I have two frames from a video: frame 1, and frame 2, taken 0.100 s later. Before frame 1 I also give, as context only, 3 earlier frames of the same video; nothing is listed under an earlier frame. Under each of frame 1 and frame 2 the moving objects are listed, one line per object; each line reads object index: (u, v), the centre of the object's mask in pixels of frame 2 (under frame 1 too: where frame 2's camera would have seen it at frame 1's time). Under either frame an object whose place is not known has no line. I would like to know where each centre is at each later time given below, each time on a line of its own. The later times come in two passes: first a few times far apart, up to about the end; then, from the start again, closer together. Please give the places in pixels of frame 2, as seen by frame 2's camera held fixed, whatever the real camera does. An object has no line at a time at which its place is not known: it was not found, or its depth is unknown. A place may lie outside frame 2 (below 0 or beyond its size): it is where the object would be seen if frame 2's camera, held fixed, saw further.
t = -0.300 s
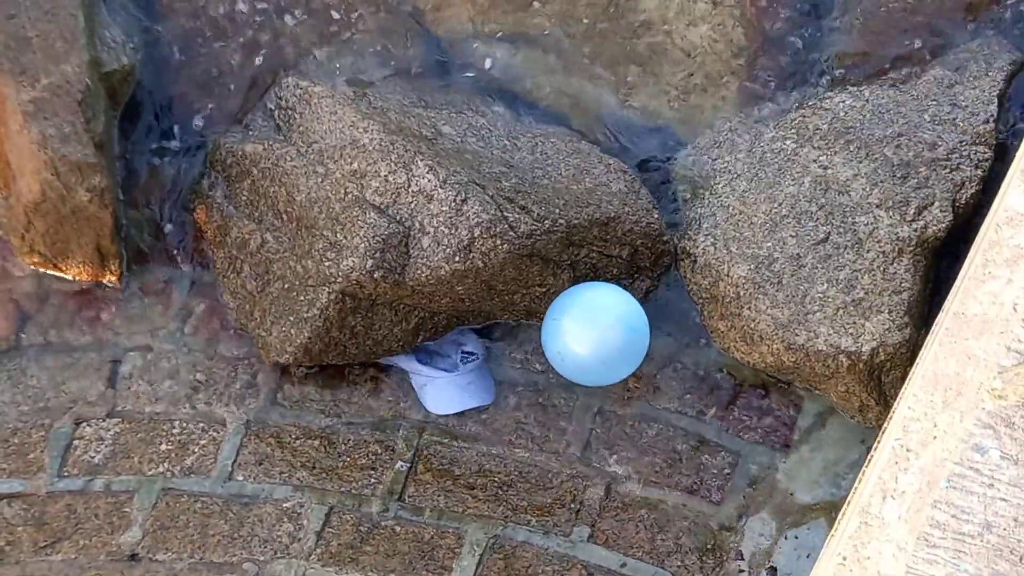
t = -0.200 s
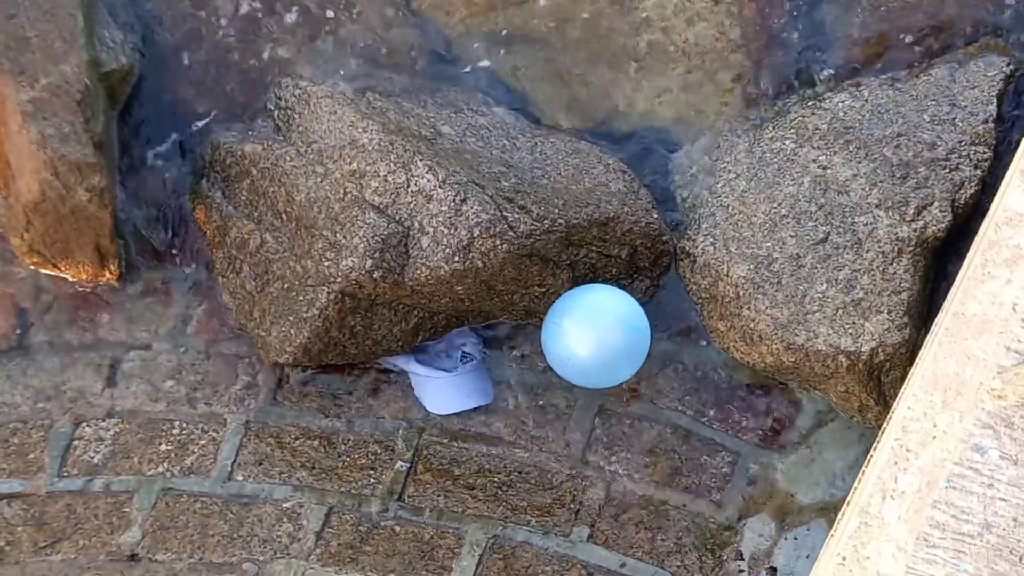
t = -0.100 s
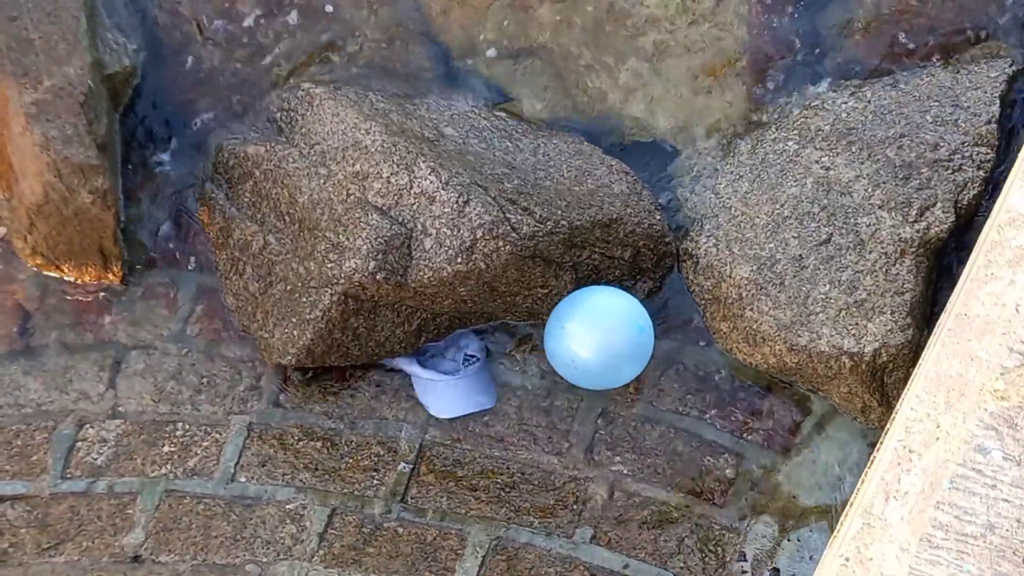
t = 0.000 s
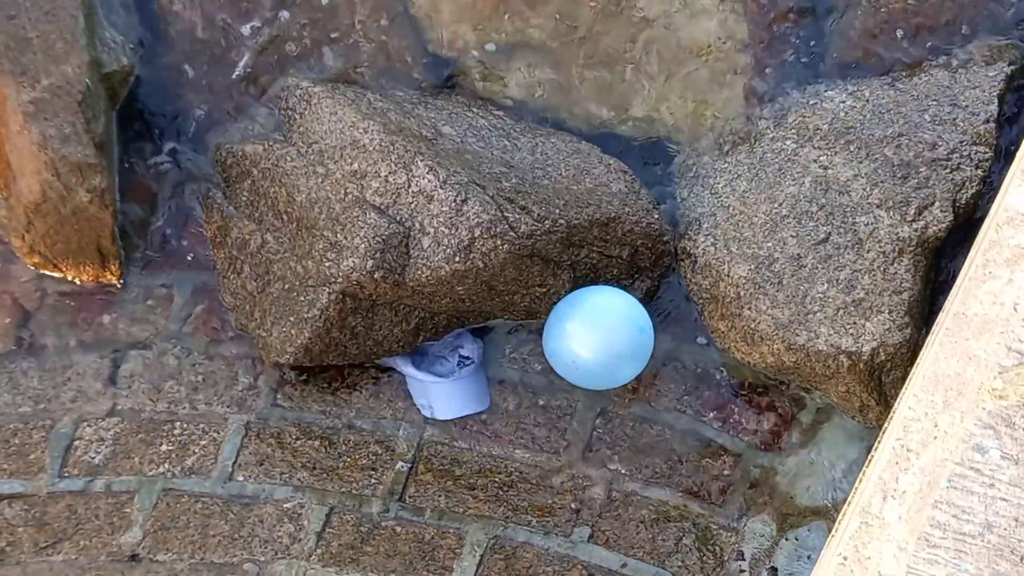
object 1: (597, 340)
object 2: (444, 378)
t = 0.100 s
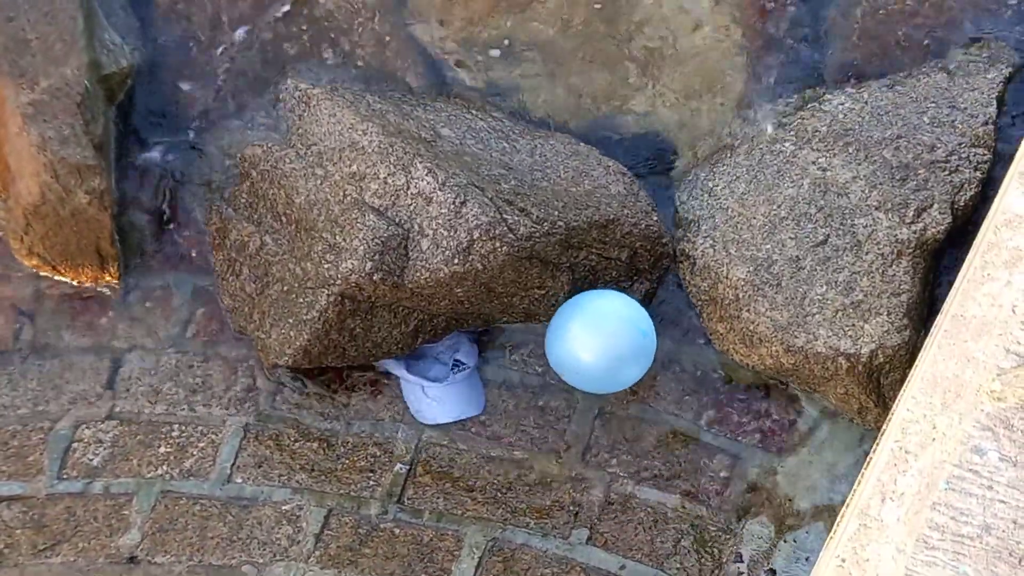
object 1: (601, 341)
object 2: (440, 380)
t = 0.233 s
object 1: (606, 345)
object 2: (437, 381)
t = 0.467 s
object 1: (618, 347)
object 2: (436, 383)
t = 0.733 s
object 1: (645, 343)
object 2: (437, 382)
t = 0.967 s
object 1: (651, 334)
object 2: (441, 380)
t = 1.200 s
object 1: (650, 341)
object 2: (451, 374)
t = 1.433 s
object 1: (656, 346)
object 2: (456, 370)
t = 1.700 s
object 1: (653, 348)
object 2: (455, 369)
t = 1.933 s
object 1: (645, 355)
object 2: (455, 369)
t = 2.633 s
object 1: (608, 396)
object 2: (442, 376)
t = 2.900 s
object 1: (593, 413)
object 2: (439, 379)
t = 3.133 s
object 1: (574, 419)
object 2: (439, 378)
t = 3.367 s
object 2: (437, 378)
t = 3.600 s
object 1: (547, 429)
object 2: (431, 379)
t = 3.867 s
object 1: (545, 430)
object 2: (425, 381)
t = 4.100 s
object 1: (543, 431)
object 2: (423, 383)
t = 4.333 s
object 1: (547, 423)
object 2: (424, 382)
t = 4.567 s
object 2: (430, 379)
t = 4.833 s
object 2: (441, 374)
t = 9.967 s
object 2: (436, 369)
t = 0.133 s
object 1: (602, 343)
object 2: (439, 381)
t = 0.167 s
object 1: (603, 344)
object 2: (439, 381)
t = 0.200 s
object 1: (604, 345)
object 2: (437, 382)
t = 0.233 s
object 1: (606, 345)
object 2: (437, 381)
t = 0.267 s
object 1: (607, 345)
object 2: (437, 381)
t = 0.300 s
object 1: (608, 345)
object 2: (436, 382)
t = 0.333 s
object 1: (609, 345)
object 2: (436, 382)
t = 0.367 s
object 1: (611, 344)
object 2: (436, 382)
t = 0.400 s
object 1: (612, 343)
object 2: (436, 382)
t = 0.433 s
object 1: (615, 345)
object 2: (436, 383)
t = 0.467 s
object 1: (618, 347)
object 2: (436, 383)
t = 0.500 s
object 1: (621, 348)
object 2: (436, 383)
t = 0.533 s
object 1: (624, 348)
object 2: (437, 382)
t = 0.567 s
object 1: (628, 348)
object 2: (436, 382)
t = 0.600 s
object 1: (631, 348)
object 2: (436, 383)
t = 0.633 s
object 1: (635, 347)
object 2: (437, 382)
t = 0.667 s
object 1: (639, 346)
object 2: (437, 382)
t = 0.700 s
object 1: (642, 345)
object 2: (437, 382)
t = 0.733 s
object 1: (645, 343)
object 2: (437, 382)
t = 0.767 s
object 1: (648, 342)
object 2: (437, 381)
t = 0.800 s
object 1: (651, 340)
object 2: (438, 381)
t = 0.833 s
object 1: (654, 338)
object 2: (438, 381)
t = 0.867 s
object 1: (657, 335)
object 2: (438, 381)
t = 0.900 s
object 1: (657, 334)
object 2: (439, 380)
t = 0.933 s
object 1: (654, 334)
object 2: (440, 380)
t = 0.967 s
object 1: (651, 334)
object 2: (441, 380)
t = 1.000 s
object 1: (650, 335)
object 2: (442, 379)
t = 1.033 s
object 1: (649, 337)
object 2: (443, 379)
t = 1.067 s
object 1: (649, 338)
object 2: (444, 378)
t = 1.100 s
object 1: (649, 339)
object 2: (446, 377)
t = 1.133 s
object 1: (649, 340)
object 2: (447, 376)
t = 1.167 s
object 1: (649, 340)
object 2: (449, 375)
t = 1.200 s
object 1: (650, 341)
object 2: (451, 374)
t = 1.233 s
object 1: (651, 342)
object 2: (452, 373)
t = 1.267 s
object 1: (652, 344)
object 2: (453, 372)
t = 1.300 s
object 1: (653, 344)
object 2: (454, 372)
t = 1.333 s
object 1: (654, 345)
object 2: (454, 371)
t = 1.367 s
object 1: (655, 345)
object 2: (454, 371)
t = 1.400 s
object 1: (655, 346)
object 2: (455, 370)
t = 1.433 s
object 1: (656, 346)
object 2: (456, 370)
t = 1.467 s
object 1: (656, 346)
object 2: (455, 369)
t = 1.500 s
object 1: (655, 346)
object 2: (455, 369)
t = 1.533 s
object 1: (655, 346)
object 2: (455, 369)
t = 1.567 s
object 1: (655, 346)
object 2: (455, 369)
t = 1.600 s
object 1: (654, 346)
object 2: (455, 369)
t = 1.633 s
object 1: (654, 347)
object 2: (455, 369)
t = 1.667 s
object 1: (654, 347)
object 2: (455, 369)
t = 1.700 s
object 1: (653, 348)
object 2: (455, 369)
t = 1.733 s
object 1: (652, 349)
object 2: (455, 369)
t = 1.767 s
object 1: (651, 350)
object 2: (455, 369)
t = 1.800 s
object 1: (650, 351)
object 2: (455, 369)
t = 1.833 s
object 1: (649, 352)
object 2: (455, 369)
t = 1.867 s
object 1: (648, 353)
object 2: (455, 369)
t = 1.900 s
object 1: (646, 354)
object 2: (455, 369)
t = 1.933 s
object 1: (645, 355)
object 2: (455, 369)
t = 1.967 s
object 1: (643, 355)
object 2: (455, 369)
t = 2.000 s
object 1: (641, 356)
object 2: (455, 369)
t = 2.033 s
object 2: (455, 369)
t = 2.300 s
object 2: (453, 371)
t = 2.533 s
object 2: (446, 375)
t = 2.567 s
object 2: (444, 375)
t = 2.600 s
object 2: (443, 376)
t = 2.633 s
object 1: (608, 396)
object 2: (442, 376)
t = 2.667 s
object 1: (606, 399)
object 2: (441, 377)
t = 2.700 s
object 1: (604, 401)
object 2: (440, 378)
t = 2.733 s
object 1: (603, 404)
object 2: (440, 378)
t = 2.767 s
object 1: (601, 406)
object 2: (439, 378)
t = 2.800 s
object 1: (599, 408)
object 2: (439, 379)
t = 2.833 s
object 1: (597, 409)
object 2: (439, 379)
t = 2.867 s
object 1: (595, 411)
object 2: (439, 379)
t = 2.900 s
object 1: (593, 413)
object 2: (439, 379)
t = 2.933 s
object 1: (590, 414)
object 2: (439, 379)
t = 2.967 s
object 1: (588, 415)
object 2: (440, 379)
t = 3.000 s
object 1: (585, 416)
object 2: (439, 379)
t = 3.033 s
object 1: (582, 417)
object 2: (439, 379)
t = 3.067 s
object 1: (580, 418)
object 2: (439, 378)
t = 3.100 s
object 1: (577, 418)
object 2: (439, 378)
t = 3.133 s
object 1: (574, 419)
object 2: (439, 378)
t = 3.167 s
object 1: (571, 420)
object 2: (440, 379)
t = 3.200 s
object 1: (568, 421)
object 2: (440, 378)
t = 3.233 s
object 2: (439, 378)
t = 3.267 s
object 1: (563, 423)
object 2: (439, 378)
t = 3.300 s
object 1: (561, 424)
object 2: (438, 378)
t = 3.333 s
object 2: (438, 378)
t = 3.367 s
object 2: (437, 378)
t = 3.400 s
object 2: (437, 378)
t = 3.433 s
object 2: (436, 378)
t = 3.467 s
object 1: (551, 428)
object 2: (435, 378)
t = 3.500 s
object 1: (550, 428)
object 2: (435, 378)
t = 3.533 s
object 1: (548, 429)
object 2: (434, 378)
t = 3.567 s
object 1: (548, 429)
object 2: (432, 379)
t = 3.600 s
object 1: (547, 429)
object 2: (431, 379)
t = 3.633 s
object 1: (546, 429)
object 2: (430, 379)
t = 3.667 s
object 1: (546, 429)
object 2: (429, 380)
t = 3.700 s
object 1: (546, 429)
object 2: (428, 380)
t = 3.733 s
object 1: (545, 429)
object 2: (427, 380)
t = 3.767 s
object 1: (545, 429)
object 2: (426, 380)
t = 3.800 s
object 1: (545, 429)
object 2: (426, 380)
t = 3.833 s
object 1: (545, 429)
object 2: (425, 381)
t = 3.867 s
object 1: (545, 430)
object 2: (425, 381)
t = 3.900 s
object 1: (545, 430)
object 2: (425, 381)
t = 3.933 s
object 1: (544, 431)
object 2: (424, 382)
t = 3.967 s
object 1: (544, 431)
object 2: (424, 382)
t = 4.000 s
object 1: (544, 431)
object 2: (424, 383)
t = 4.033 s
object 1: (543, 431)
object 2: (424, 383)
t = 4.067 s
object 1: (543, 431)
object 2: (423, 383)
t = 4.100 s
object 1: (543, 431)
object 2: (423, 383)
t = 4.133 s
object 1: (543, 430)
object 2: (423, 383)
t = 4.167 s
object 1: (543, 428)
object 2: (423, 383)
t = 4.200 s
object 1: (544, 427)
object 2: (423, 383)
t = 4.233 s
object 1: (544, 426)
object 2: (423, 382)
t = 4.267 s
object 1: (545, 425)
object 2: (423, 382)
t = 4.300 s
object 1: (546, 424)
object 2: (423, 382)
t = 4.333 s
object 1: (547, 423)
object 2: (424, 382)
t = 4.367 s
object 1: (549, 422)
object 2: (424, 382)
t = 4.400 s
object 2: (425, 381)
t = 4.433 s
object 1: (554, 418)
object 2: (426, 381)
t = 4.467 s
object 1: (558, 414)
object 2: (427, 380)
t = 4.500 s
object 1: (561, 411)
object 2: (428, 380)
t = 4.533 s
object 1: (565, 406)
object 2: (429, 380)
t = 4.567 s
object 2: (430, 379)
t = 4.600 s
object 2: (432, 378)
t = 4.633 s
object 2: (433, 378)
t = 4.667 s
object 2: (434, 377)
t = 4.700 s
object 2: (434, 377)
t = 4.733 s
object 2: (435, 376)
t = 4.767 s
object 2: (437, 376)
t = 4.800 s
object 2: (438, 375)
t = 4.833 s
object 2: (441, 374)
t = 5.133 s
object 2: (450, 369)
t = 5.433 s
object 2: (453, 367)
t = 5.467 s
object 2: (453, 367)
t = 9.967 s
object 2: (436, 369)
